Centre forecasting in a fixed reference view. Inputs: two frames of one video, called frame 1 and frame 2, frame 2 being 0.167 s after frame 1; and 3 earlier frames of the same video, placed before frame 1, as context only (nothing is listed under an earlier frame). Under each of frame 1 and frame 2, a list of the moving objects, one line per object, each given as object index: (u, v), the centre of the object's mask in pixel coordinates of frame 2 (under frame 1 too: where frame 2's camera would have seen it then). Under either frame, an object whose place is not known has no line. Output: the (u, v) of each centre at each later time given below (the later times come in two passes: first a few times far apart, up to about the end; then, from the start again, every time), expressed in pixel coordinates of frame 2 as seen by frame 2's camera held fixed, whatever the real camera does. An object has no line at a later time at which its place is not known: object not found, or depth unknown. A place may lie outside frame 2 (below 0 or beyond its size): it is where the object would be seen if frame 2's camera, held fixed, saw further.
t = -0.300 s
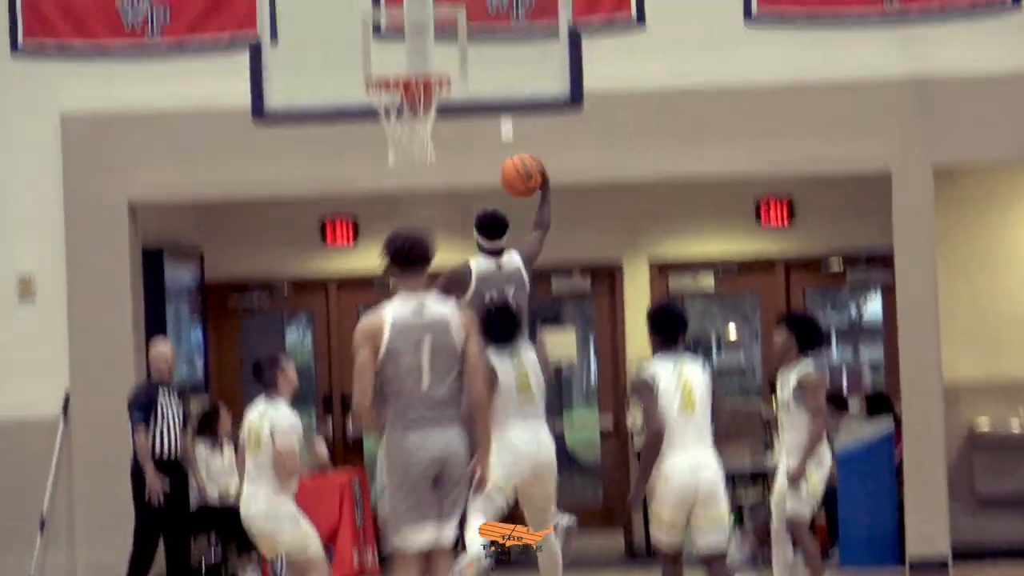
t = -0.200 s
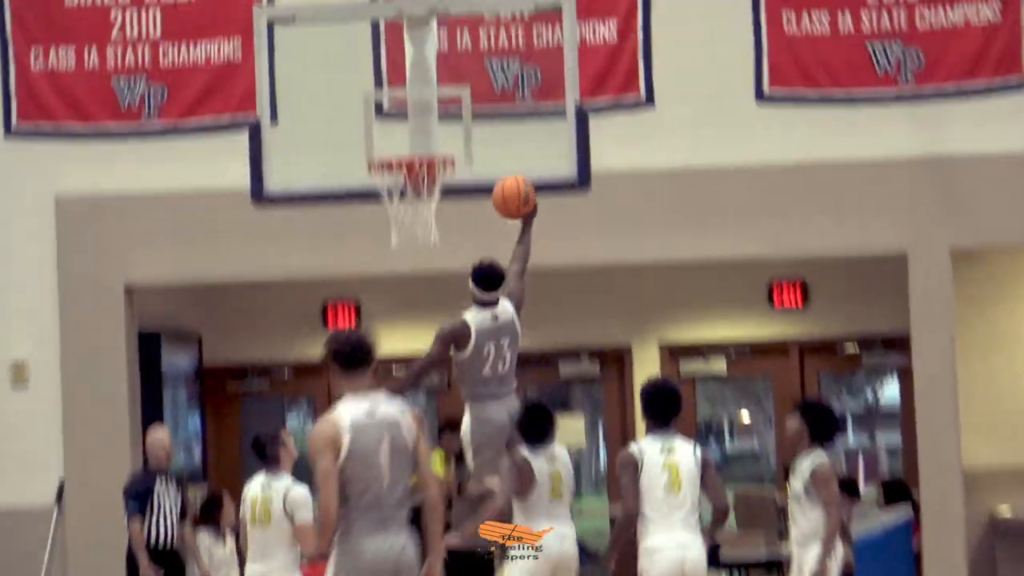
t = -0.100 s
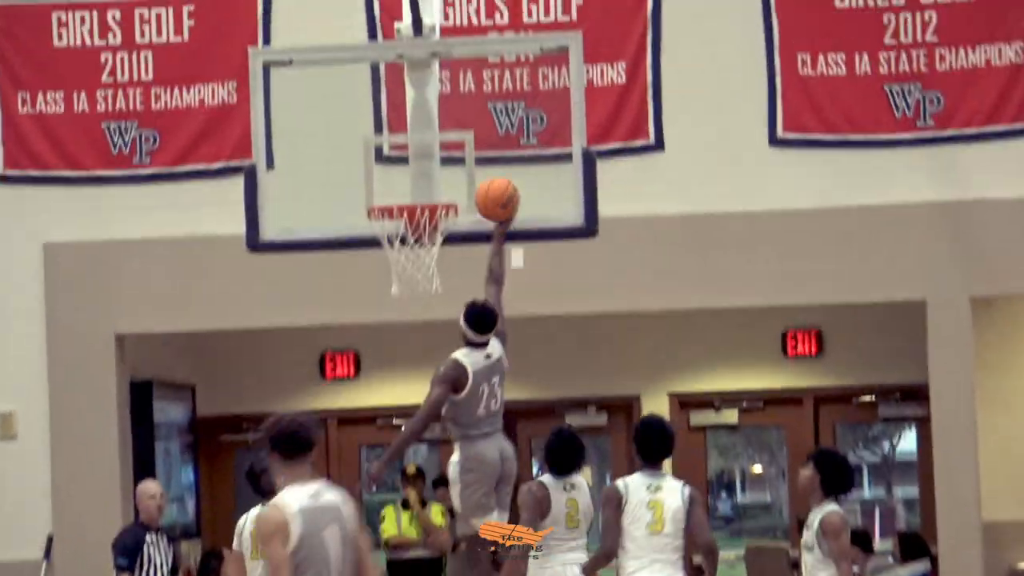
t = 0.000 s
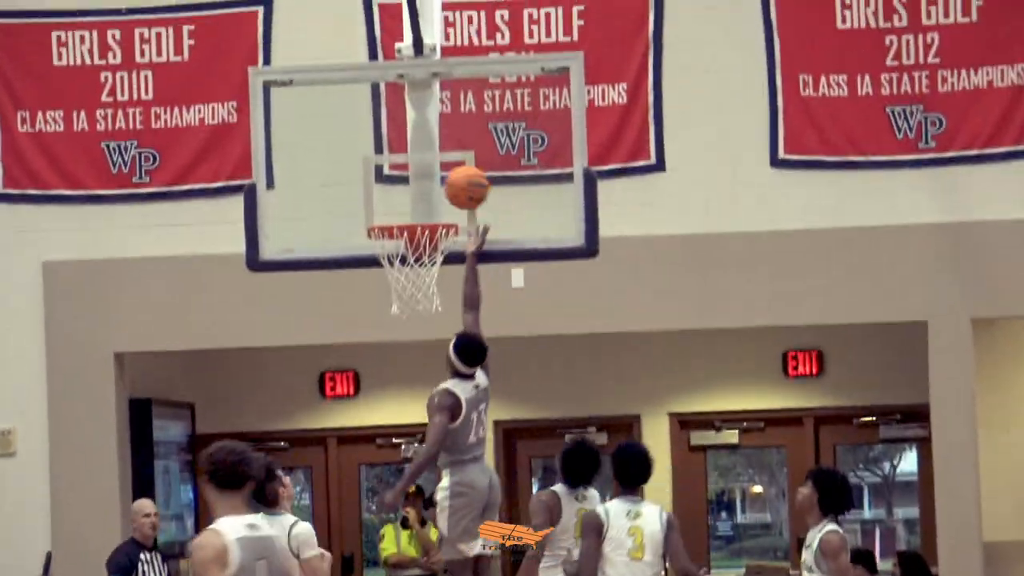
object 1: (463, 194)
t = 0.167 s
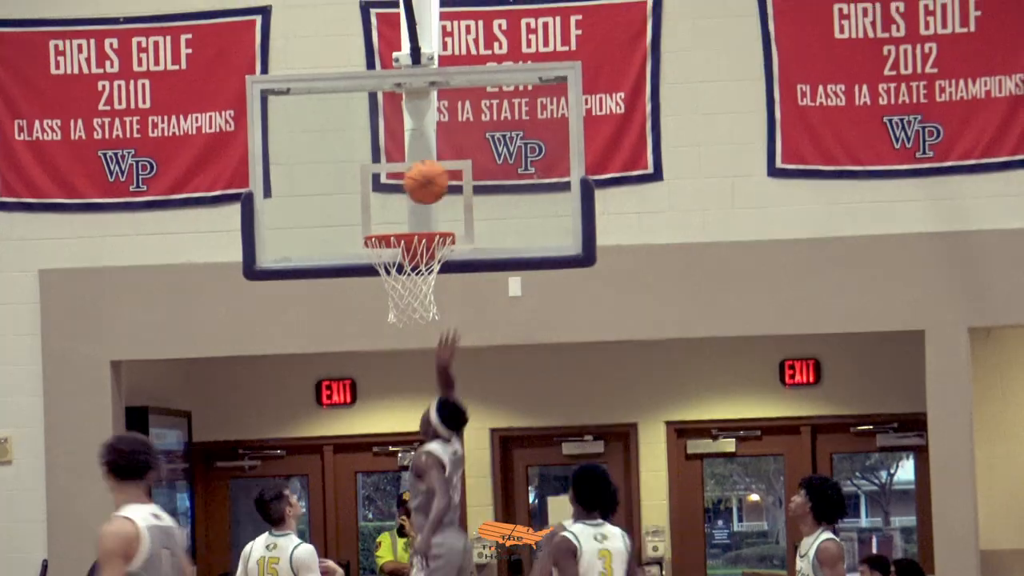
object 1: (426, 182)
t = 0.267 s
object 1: (404, 198)
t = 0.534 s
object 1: (425, 222)
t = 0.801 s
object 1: (408, 230)
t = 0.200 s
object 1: (418, 186)
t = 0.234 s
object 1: (411, 190)
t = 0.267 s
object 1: (404, 198)
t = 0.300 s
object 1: (397, 207)
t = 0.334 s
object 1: (390, 216)
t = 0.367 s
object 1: (393, 216)
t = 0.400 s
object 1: (400, 215)
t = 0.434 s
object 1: (407, 215)
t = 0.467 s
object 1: (414, 217)
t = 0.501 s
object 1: (421, 219)
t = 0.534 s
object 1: (425, 222)
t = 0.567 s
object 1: (418, 220)
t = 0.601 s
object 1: (411, 220)
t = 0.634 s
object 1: (405, 220)
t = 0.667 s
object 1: (397, 222)
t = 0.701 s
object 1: (390, 225)
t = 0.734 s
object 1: (393, 226)
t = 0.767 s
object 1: (401, 228)
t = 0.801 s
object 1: (408, 230)
